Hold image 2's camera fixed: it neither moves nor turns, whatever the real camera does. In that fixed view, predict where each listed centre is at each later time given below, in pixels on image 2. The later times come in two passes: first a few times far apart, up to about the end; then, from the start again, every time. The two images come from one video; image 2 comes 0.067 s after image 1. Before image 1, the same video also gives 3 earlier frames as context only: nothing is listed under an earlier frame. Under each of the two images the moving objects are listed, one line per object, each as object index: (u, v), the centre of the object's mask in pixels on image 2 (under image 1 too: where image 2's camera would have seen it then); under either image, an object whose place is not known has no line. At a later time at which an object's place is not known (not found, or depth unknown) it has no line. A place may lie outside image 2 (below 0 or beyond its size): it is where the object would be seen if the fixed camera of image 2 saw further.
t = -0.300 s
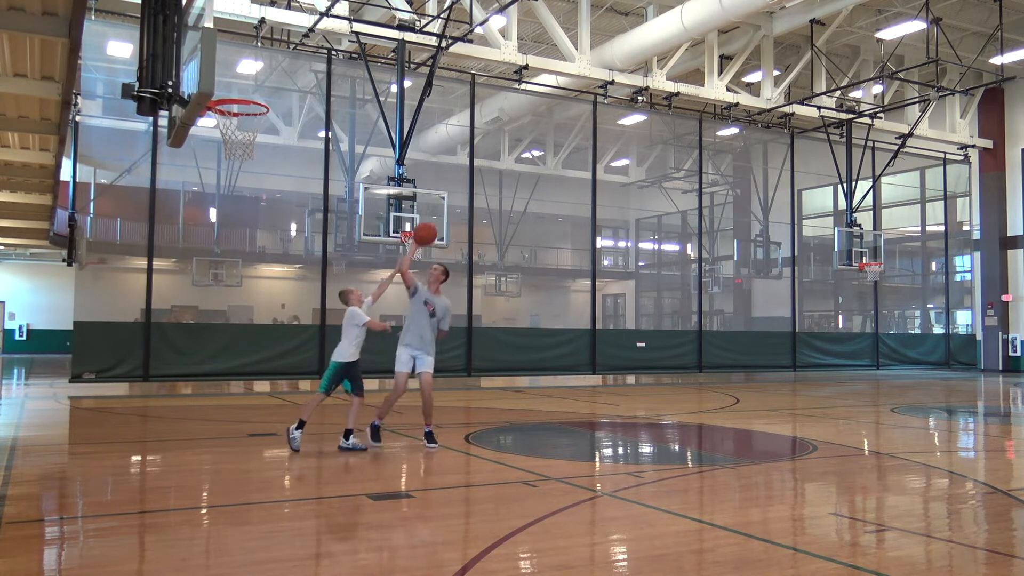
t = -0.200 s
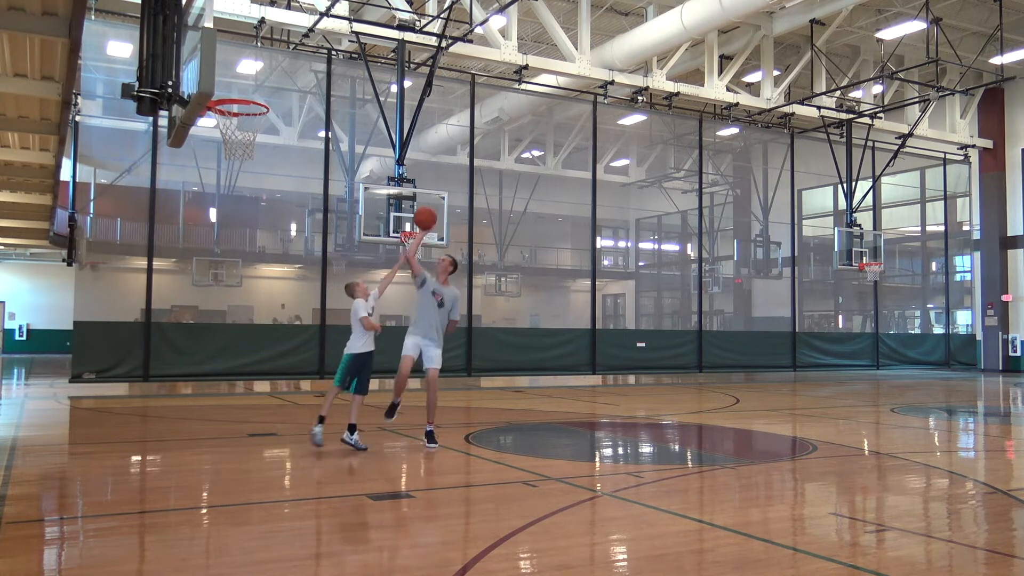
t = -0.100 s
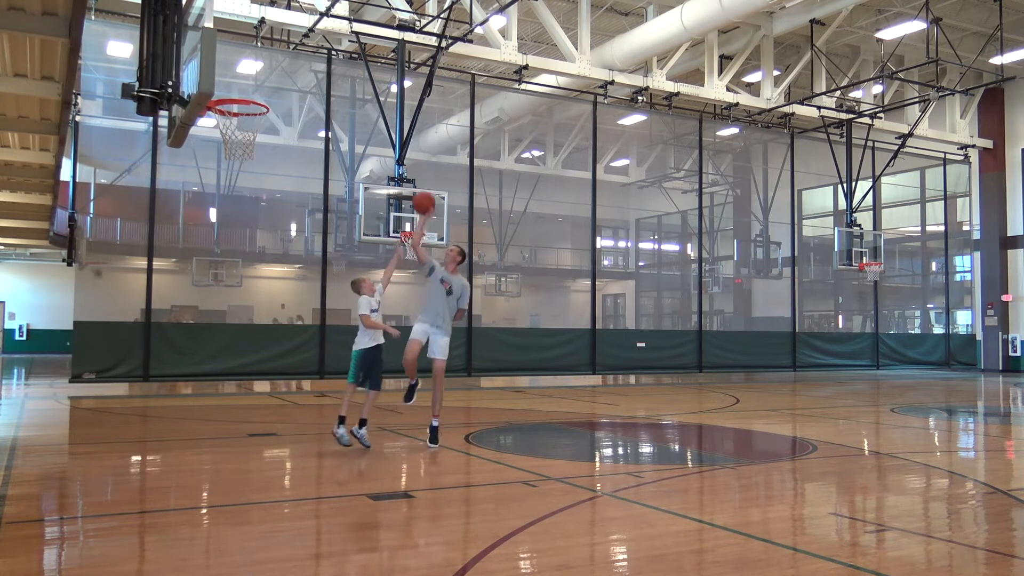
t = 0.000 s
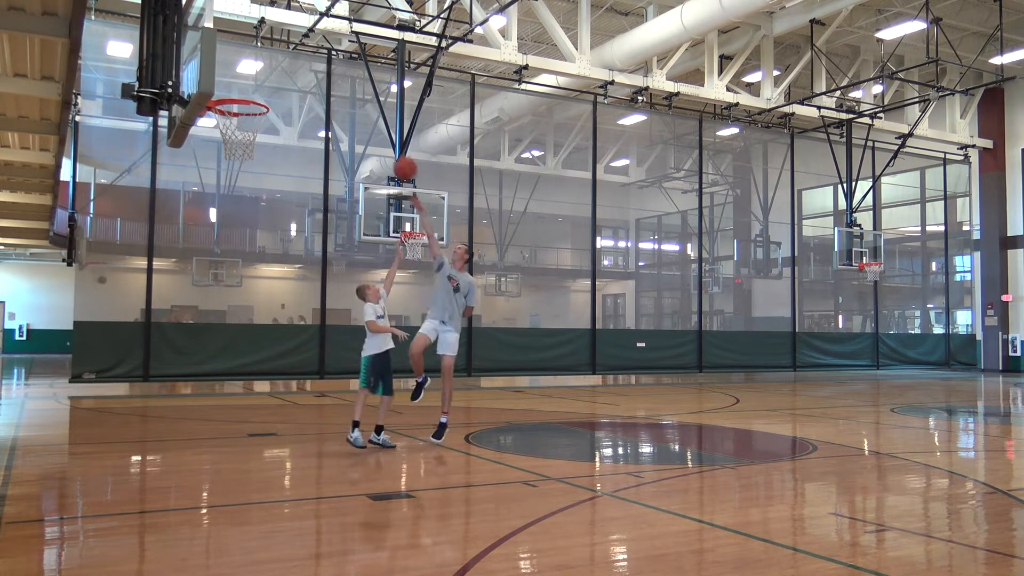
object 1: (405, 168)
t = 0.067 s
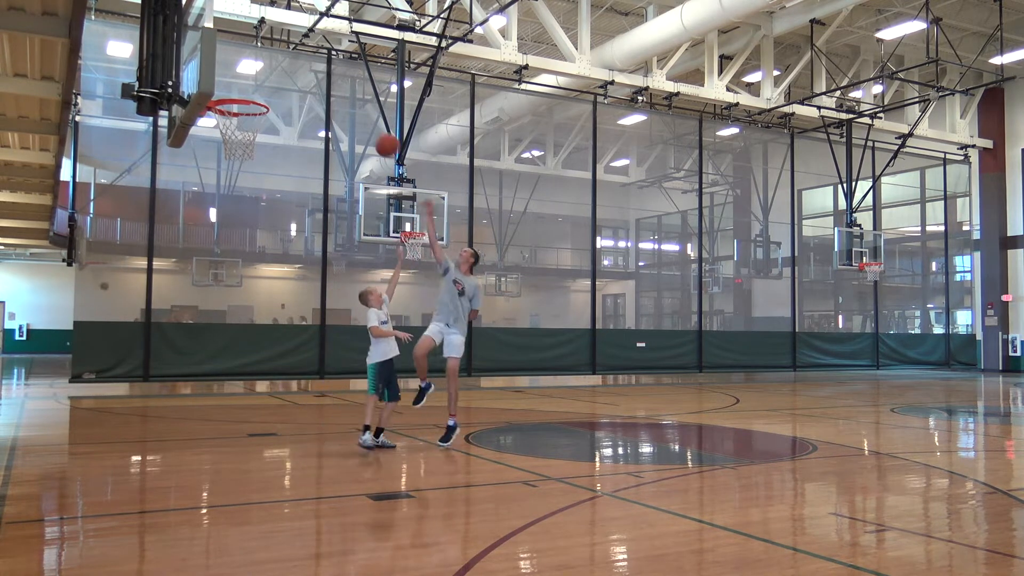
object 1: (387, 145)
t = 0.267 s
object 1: (329, 99)
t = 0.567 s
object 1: (229, 104)
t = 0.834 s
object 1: (257, 144)
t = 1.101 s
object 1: (251, 204)
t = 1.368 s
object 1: (244, 341)
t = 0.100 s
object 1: (378, 135)
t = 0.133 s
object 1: (369, 126)
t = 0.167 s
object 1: (359, 118)
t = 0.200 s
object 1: (350, 111)
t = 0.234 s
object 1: (339, 105)
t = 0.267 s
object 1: (329, 99)
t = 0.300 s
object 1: (319, 95)
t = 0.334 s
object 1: (309, 92)
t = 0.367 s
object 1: (298, 90)
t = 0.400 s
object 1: (287, 90)
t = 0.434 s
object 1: (276, 90)
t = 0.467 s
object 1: (265, 91)
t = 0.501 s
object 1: (254, 92)
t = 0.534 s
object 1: (242, 98)
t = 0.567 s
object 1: (229, 104)
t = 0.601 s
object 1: (230, 113)
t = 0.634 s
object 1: (239, 122)
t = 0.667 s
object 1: (248, 134)
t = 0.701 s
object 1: (255, 140)
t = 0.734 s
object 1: (257, 141)
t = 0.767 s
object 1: (257, 141)
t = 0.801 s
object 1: (257, 142)
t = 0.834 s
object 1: (257, 144)
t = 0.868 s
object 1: (256, 147)
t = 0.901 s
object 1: (256, 153)
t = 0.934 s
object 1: (255, 157)
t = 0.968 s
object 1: (254, 165)
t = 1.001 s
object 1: (254, 172)
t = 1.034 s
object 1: (253, 181)
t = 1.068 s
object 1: (252, 192)
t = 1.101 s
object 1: (251, 204)
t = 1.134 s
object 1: (250, 217)
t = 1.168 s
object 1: (249, 231)
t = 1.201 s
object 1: (248, 246)
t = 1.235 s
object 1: (247, 262)
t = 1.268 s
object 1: (247, 280)
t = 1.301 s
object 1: (246, 300)
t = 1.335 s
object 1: (245, 320)
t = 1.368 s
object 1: (244, 341)
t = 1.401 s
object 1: (243, 363)
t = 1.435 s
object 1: (242, 386)
